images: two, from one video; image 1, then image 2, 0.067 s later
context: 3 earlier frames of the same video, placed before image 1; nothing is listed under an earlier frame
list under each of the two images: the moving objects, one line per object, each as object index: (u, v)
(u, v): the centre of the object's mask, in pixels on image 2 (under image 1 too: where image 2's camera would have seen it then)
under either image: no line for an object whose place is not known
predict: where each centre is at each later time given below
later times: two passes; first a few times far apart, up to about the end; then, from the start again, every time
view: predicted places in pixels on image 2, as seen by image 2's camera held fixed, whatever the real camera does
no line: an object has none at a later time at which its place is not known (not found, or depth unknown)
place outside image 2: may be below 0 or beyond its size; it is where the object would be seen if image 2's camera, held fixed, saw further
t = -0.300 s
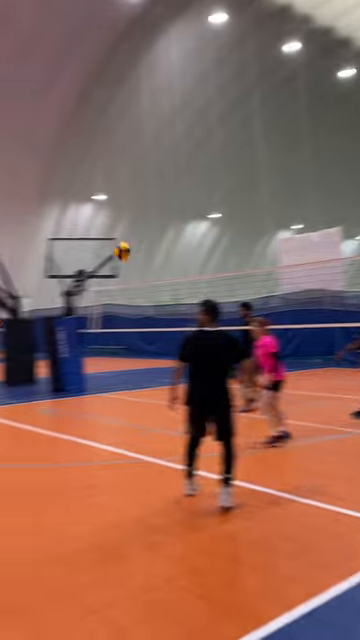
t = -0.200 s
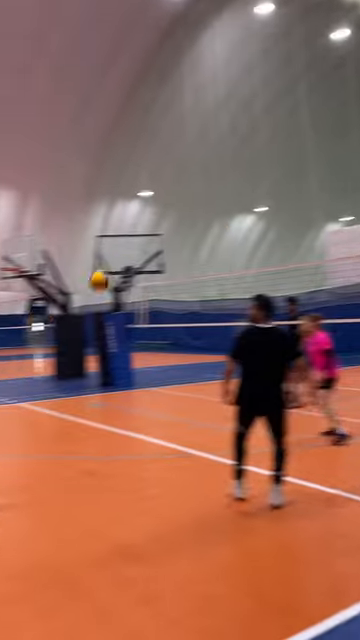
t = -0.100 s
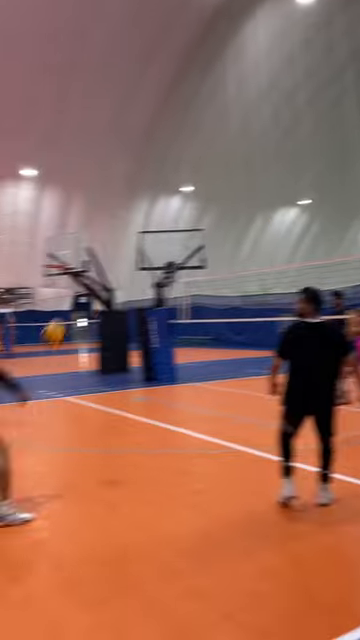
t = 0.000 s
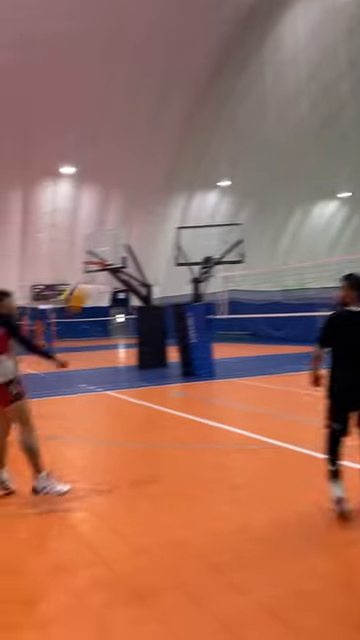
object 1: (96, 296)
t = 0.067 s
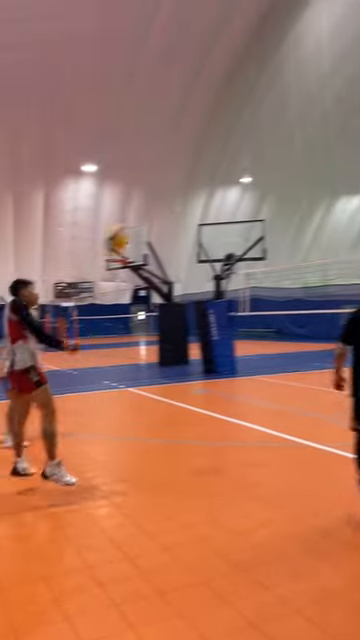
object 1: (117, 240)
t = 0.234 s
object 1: (161, 130)
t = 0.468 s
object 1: (210, 45)
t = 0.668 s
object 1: (247, 20)
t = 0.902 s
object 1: (287, 36)
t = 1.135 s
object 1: (326, 94)
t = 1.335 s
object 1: (356, 172)
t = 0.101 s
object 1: (126, 213)
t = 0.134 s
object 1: (134, 189)
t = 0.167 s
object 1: (143, 169)
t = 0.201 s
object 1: (152, 147)
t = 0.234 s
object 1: (161, 130)
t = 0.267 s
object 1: (168, 112)
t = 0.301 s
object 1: (176, 98)
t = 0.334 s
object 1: (183, 84)
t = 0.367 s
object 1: (190, 72)
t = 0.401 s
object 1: (197, 62)
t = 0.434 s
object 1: (204, 53)
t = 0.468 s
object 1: (210, 45)
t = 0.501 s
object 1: (217, 38)
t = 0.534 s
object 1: (223, 31)
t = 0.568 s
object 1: (229, 27)
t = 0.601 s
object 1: (235, 23)
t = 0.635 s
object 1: (241, 21)
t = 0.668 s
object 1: (247, 20)
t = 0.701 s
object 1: (253, 19)
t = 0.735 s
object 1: (259, 18)
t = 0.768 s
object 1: (265, 21)
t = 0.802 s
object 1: (270, 23)
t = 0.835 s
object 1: (276, 26)
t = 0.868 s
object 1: (282, 30)
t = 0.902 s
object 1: (287, 36)
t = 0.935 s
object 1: (293, 42)
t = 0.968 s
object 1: (298, 49)
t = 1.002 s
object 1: (303, 56)
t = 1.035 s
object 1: (309, 65)
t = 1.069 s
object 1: (313, 75)
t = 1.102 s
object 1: (319, 84)
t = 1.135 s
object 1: (326, 94)
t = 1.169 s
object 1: (330, 105)
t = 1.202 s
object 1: (336, 118)
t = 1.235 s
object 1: (342, 130)
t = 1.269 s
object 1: (347, 143)
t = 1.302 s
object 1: (354, 157)
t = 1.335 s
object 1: (356, 172)
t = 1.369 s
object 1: (362, 186)
